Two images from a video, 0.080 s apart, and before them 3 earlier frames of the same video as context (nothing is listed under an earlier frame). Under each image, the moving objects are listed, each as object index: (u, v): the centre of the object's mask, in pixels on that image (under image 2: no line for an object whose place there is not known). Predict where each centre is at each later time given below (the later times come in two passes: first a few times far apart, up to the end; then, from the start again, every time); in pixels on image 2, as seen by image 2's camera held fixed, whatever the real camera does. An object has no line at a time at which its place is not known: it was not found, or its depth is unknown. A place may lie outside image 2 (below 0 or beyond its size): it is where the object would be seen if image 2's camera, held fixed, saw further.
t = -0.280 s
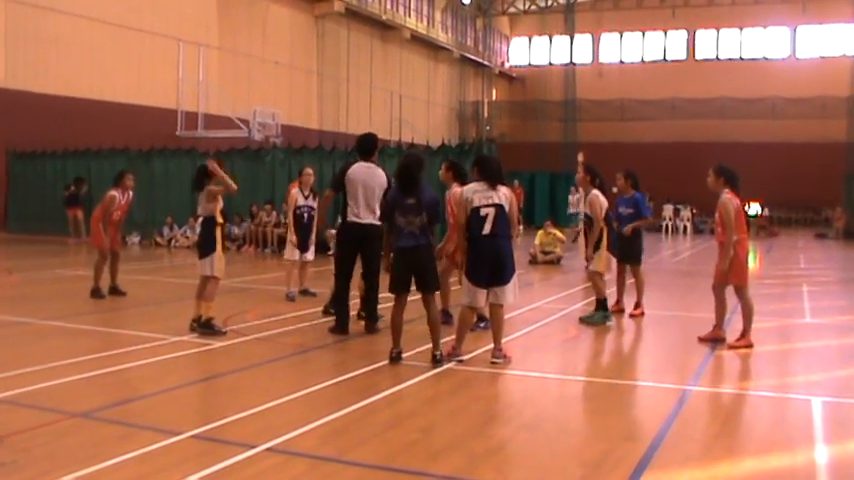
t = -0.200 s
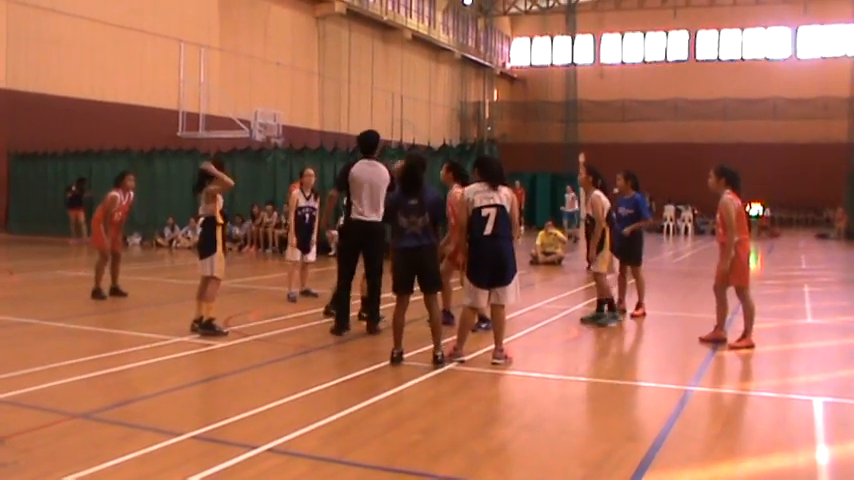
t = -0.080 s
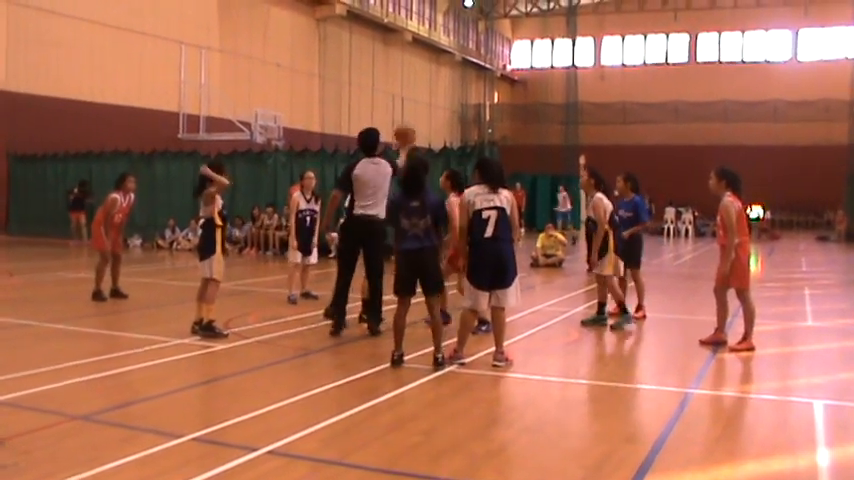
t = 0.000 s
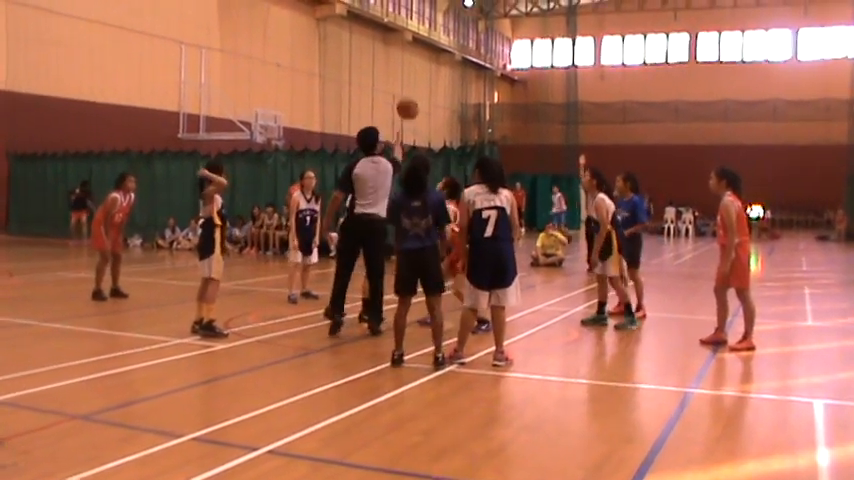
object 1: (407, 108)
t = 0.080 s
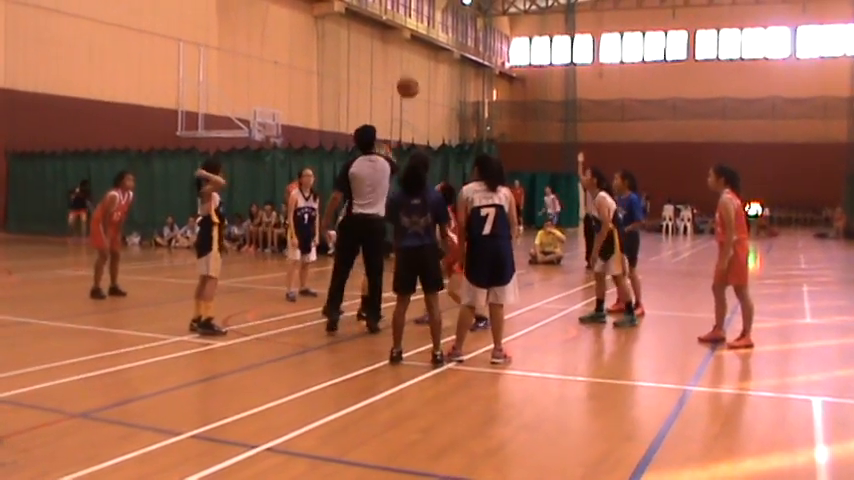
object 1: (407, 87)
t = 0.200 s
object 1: (410, 70)
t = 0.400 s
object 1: (414, 74)
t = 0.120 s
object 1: (408, 80)
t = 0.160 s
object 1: (409, 74)
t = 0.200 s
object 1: (410, 70)
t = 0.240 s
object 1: (411, 68)
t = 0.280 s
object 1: (412, 67)
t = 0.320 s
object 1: (413, 68)
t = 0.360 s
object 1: (414, 70)
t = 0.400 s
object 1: (414, 74)
